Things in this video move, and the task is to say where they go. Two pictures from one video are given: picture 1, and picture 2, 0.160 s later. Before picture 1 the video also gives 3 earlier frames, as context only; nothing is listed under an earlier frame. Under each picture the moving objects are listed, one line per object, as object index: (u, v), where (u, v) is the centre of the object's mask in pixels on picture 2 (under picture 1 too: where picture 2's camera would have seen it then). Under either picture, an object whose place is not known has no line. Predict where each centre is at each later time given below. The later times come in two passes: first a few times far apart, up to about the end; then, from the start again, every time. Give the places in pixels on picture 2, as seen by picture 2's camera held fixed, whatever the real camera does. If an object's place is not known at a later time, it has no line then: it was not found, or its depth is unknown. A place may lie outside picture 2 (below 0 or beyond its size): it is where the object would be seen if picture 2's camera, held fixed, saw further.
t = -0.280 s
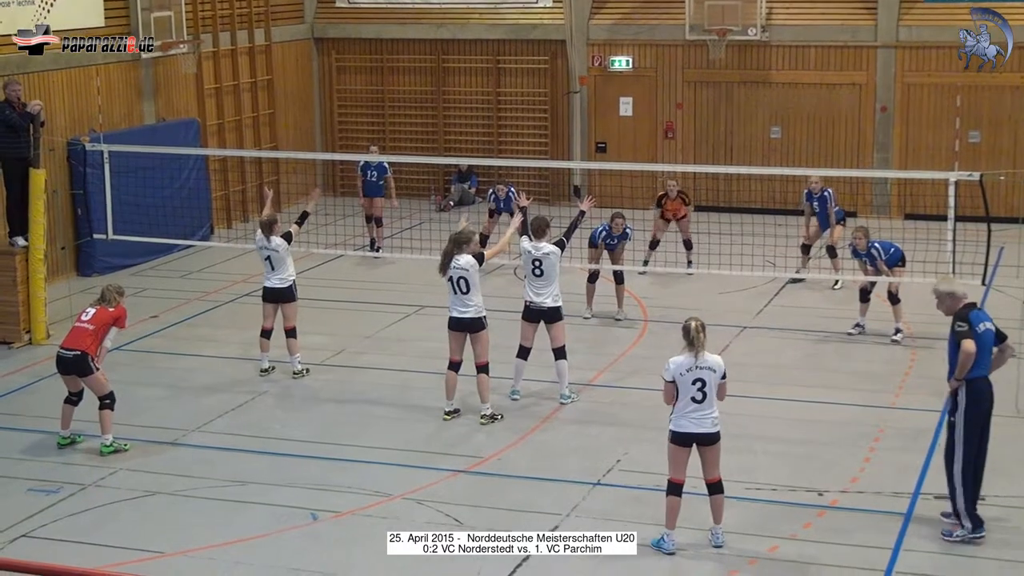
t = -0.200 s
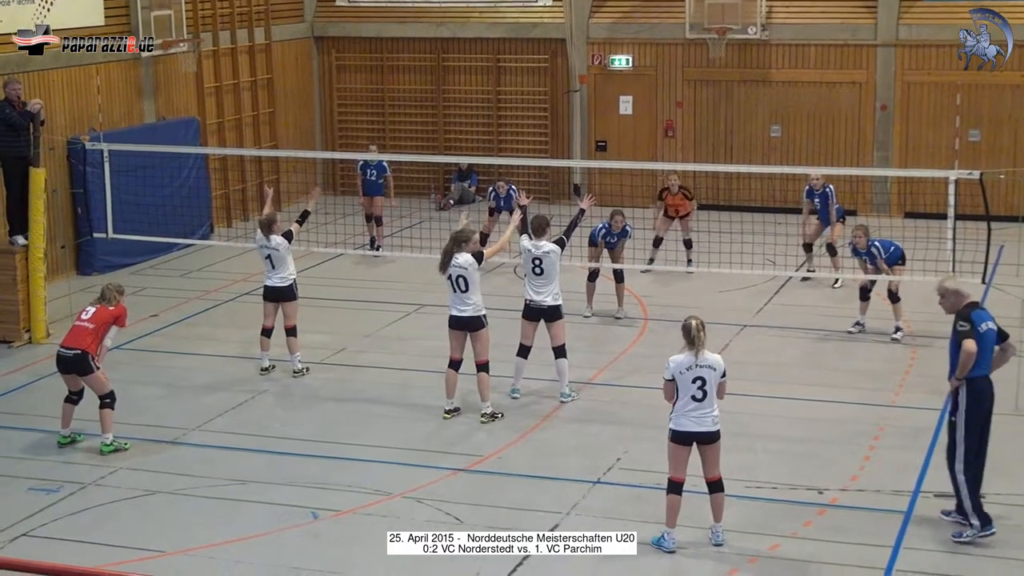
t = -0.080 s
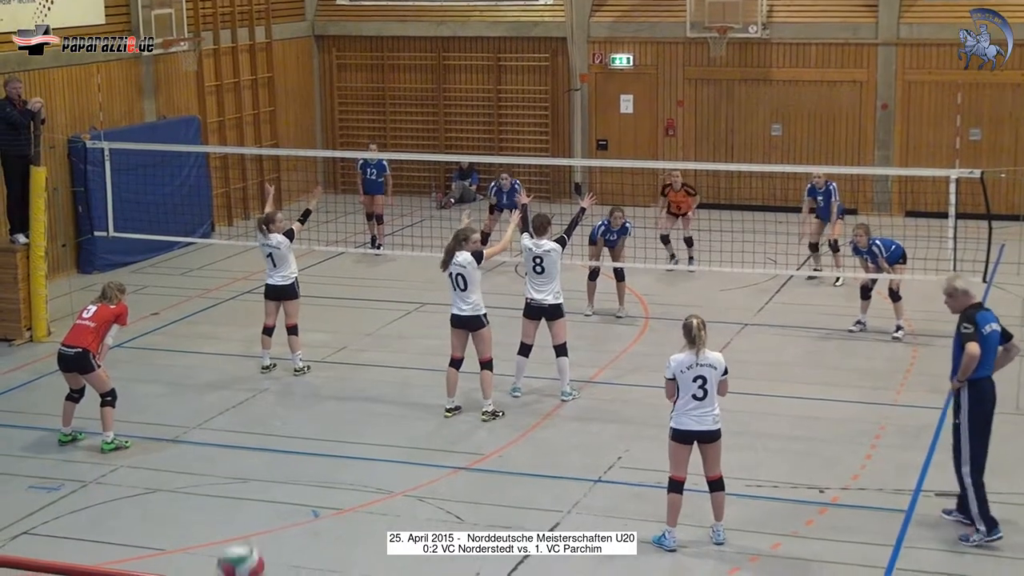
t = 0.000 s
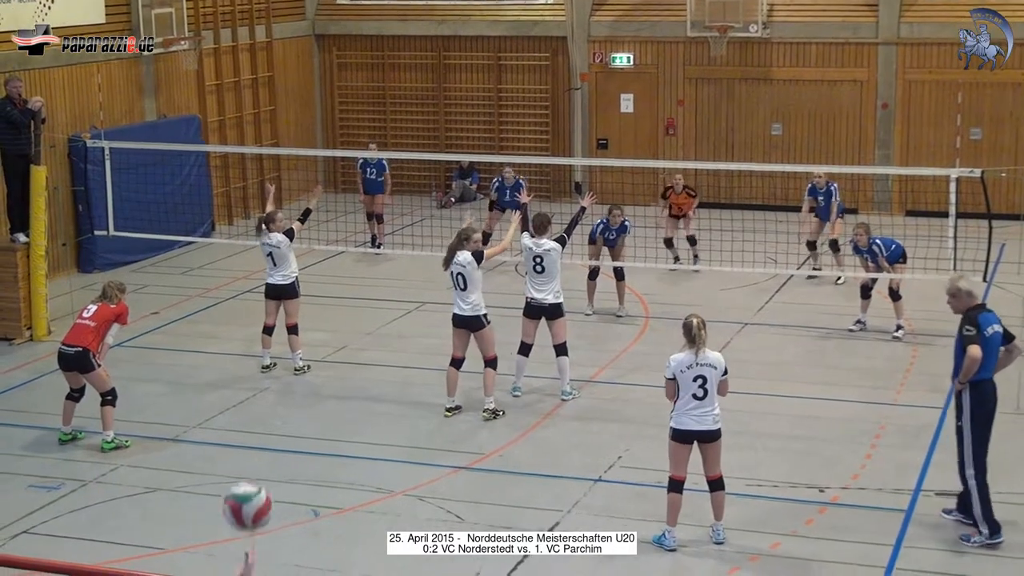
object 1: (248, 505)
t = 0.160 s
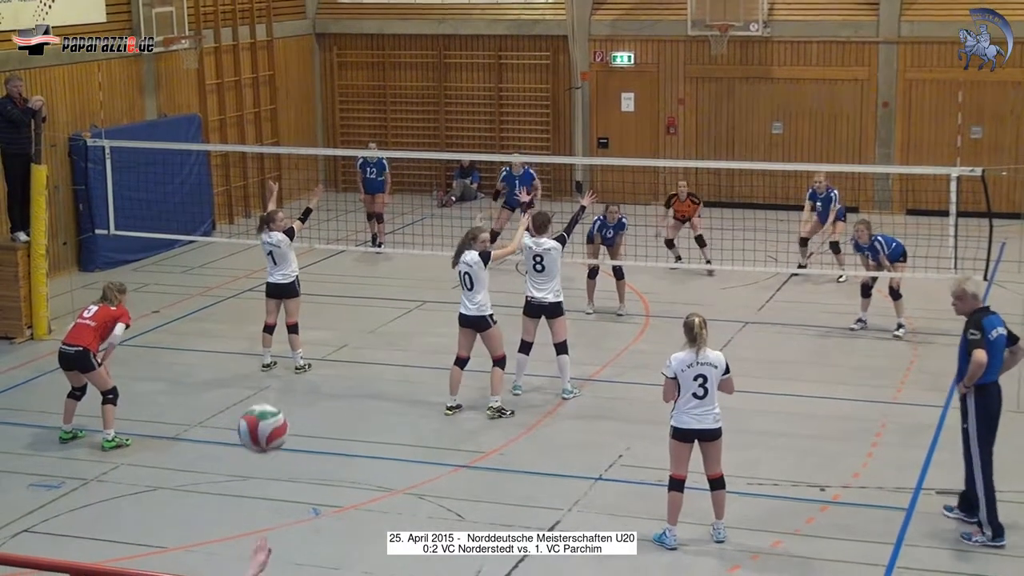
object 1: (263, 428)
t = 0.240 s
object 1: (270, 411)
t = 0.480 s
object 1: (298, 443)
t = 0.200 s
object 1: (266, 418)
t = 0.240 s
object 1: (270, 411)
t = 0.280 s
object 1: (275, 408)
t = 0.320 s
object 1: (279, 408)
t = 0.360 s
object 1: (284, 412)
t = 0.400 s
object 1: (289, 419)
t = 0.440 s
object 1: (293, 430)
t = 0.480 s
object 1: (298, 443)
